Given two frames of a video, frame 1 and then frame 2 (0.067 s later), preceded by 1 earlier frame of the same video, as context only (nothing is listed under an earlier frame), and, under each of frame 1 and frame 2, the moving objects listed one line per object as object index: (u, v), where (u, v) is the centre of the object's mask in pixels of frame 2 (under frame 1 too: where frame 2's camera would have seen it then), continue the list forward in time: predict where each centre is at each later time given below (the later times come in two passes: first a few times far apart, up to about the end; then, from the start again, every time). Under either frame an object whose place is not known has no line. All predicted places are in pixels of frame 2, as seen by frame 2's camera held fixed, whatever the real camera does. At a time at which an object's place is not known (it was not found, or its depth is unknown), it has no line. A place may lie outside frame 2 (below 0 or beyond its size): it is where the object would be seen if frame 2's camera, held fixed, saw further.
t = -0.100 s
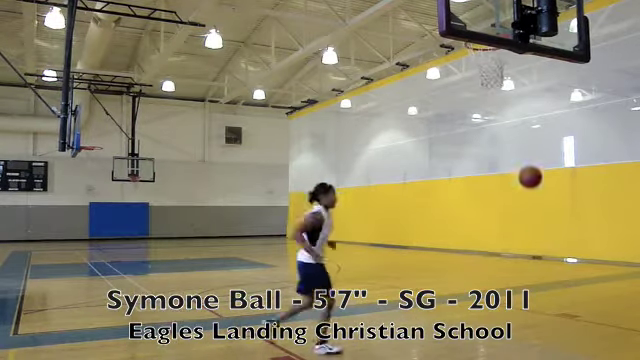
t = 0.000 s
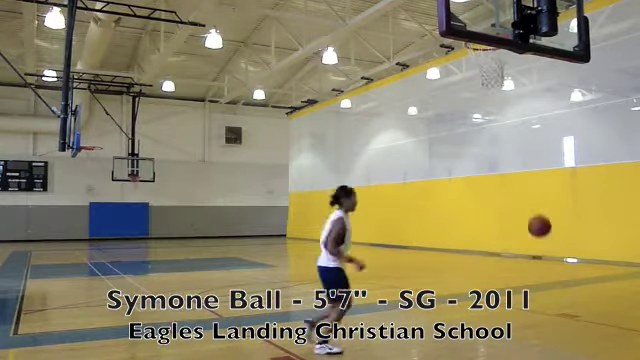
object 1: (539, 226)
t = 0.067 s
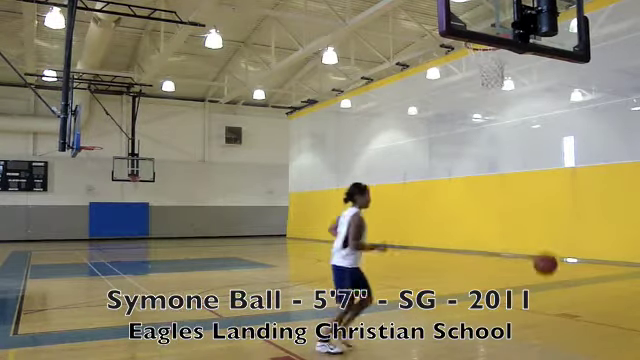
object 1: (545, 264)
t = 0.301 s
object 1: (557, 280)
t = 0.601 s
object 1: (563, 206)
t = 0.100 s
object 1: (548, 284)
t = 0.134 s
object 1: (551, 305)
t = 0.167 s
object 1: (554, 327)
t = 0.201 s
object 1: (555, 324)
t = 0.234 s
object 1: (556, 308)
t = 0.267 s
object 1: (556, 293)
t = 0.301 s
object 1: (557, 280)
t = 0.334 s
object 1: (557, 267)
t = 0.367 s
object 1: (558, 255)
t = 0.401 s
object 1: (559, 245)
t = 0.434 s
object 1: (560, 235)
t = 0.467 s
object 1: (561, 228)
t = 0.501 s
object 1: (561, 221)
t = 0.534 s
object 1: (562, 214)
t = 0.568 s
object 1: (563, 209)
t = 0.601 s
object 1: (563, 206)
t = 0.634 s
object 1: (564, 203)
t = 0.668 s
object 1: (565, 201)
